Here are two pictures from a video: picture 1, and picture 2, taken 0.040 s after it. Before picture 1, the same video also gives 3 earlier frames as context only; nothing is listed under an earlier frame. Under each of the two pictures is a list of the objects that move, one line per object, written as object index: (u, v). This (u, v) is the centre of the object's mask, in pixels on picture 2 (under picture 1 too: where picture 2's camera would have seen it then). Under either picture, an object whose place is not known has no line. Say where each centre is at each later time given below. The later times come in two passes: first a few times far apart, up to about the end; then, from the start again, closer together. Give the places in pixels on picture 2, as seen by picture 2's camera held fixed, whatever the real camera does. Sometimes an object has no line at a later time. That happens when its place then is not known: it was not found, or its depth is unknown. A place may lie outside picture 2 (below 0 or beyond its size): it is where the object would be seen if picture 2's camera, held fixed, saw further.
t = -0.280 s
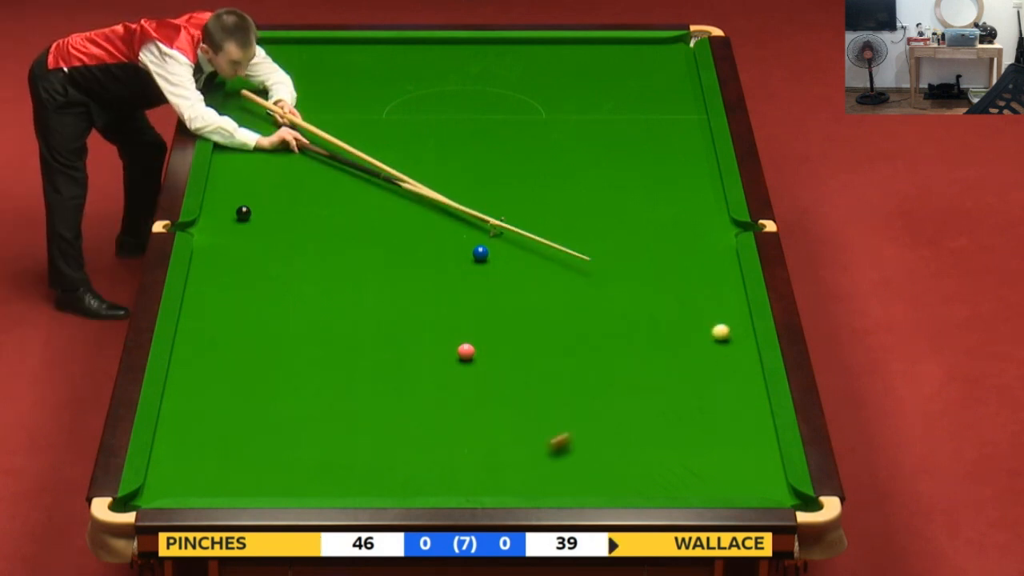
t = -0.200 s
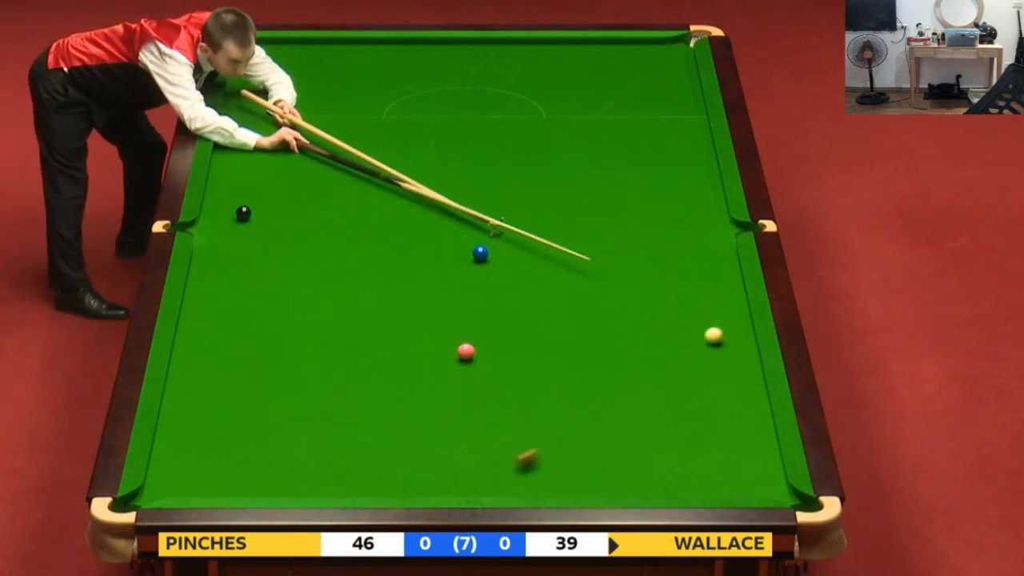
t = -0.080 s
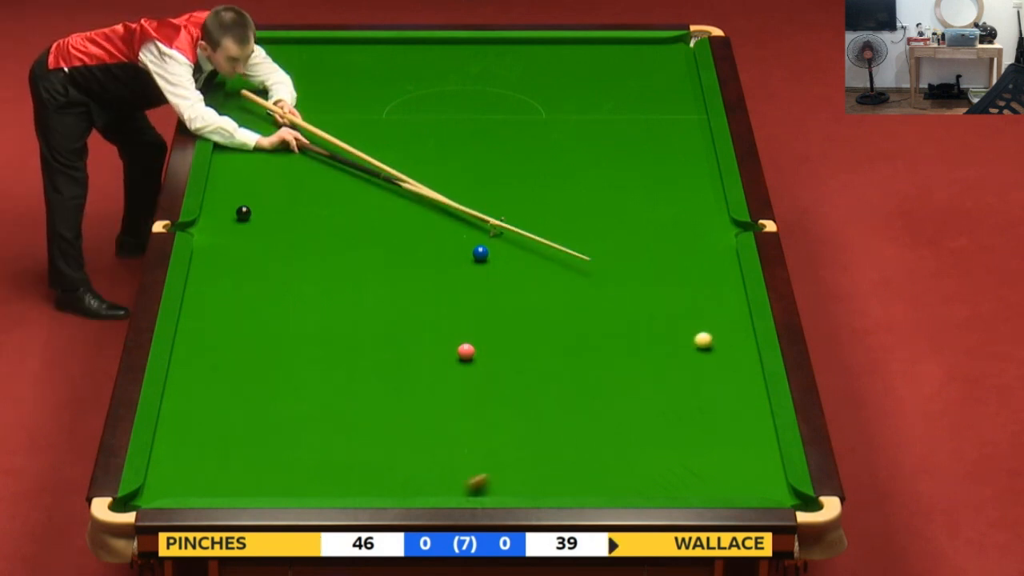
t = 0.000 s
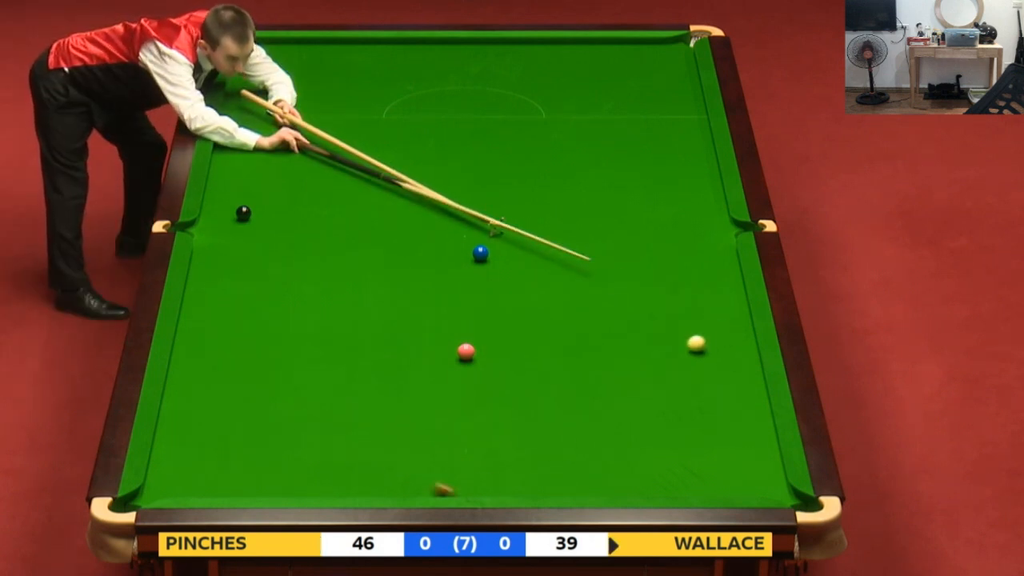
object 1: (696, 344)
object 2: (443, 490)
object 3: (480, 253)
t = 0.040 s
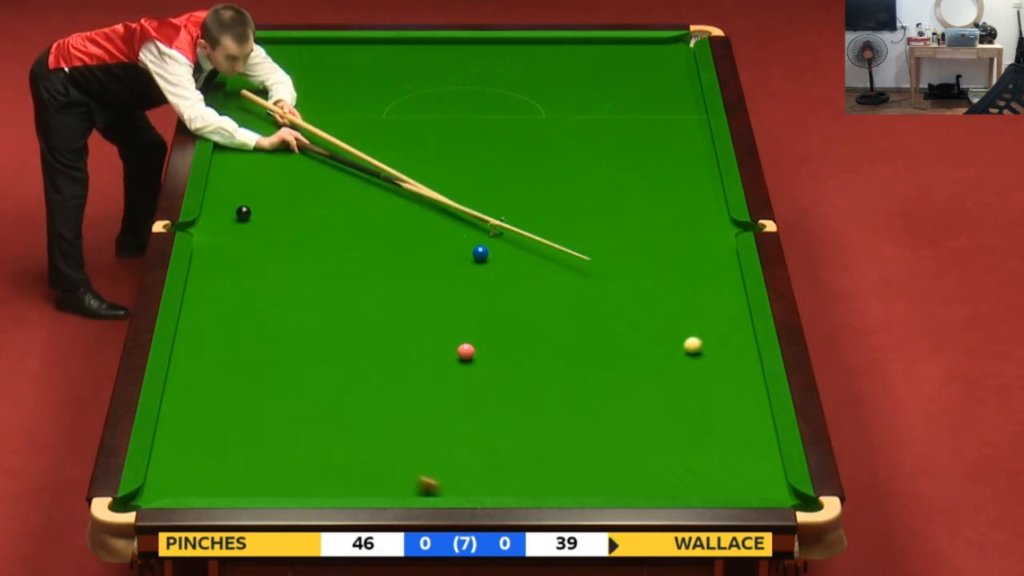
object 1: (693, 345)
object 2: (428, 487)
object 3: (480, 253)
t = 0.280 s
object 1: (672, 355)
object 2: (337, 456)
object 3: (480, 253)
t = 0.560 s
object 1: (650, 365)
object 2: (238, 425)
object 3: (480, 254)
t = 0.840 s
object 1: (629, 375)
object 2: (189, 393)
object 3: (480, 253)
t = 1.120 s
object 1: (608, 384)
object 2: (254, 363)
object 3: (480, 253)
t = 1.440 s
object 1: (587, 394)
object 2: (319, 330)
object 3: (480, 253)
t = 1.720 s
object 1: (569, 402)
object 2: (372, 303)
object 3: (480, 254)
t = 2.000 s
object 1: (553, 409)
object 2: (421, 279)
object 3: (480, 254)
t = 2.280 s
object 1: (538, 416)
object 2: (465, 256)
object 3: (482, 253)
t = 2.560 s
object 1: (525, 422)
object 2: (467, 243)
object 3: (521, 245)
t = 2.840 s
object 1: (512, 428)
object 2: (471, 231)
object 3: (553, 238)
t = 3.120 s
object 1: (502, 433)
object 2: (474, 219)
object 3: (584, 232)
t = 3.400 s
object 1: (493, 437)
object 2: (477, 208)
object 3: (612, 226)
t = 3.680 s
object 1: (486, 440)
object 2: (479, 199)
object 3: (639, 220)
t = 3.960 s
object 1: (480, 443)
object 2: (481, 190)
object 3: (664, 215)
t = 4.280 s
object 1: (475, 446)
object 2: (483, 182)
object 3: (690, 210)
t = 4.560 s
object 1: (472, 447)
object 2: (484, 175)
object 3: (711, 206)
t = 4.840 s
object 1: (471, 447)
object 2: (485, 169)
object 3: (714, 203)
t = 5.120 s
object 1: (471, 447)
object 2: (485, 164)
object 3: (704, 200)
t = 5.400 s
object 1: (471, 447)
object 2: (485, 160)
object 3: (696, 198)
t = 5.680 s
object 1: (471, 447)
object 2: (484, 156)
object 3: (690, 196)
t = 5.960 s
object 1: (471, 447)
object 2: (483, 153)
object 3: (685, 195)
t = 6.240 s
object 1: (471, 447)
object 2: (482, 150)
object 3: (682, 194)
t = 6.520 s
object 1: (471, 447)
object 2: (481, 149)
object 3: (681, 194)
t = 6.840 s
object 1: (471, 447)
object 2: (480, 147)
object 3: (681, 194)
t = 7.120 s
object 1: (471, 447)
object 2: (480, 147)
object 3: (681, 194)
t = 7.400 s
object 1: (471, 447)
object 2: (480, 147)
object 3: (681, 194)
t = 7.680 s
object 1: (471, 447)
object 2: (480, 147)
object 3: (681, 194)
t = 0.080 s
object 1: (689, 347)
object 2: (413, 481)
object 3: (480, 253)
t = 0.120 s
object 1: (686, 349)
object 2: (398, 475)
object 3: (480, 253)
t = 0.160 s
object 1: (683, 350)
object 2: (383, 470)
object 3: (480, 253)
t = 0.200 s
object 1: (679, 352)
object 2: (367, 465)
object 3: (480, 253)
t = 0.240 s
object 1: (676, 353)
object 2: (352, 461)
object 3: (480, 253)
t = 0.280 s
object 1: (672, 355)
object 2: (337, 456)
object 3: (480, 253)
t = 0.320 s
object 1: (669, 356)
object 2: (323, 451)
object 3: (480, 253)
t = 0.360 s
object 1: (666, 358)
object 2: (309, 447)
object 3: (480, 253)
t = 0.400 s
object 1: (663, 359)
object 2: (294, 442)
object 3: (480, 253)
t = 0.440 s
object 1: (660, 361)
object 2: (280, 437)
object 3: (480, 253)
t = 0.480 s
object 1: (656, 362)
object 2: (266, 433)
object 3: (480, 254)
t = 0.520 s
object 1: (653, 364)
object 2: (252, 429)
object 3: (480, 253)
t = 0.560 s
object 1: (650, 365)
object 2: (238, 425)
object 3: (480, 254)
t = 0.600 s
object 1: (647, 366)
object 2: (225, 420)
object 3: (480, 253)
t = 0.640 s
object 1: (644, 368)
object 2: (212, 415)
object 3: (480, 253)
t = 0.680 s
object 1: (641, 369)
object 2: (198, 411)
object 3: (480, 253)
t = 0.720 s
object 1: (638, 371)
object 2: (185, 407)
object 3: (480, 253)
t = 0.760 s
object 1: (634, 372)
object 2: (172, 403)
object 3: (480, 253)
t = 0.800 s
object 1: (631, 374)
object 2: (177, 398)
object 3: (480, 253)
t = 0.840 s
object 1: (629, 375)
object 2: (189, 393)
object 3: (480, 253)
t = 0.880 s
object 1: (626, 376)
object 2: (200, 389)
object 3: (480, 253)
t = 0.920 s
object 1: (623, 378)
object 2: (211, 384)
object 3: (480, 253)
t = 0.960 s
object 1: (620, 379)
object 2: (220, 380)
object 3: (480, 253)
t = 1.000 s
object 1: (617, 381)
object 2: (228, 375)
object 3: (480, 253)
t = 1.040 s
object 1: (614, 382)
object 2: (237, 371)
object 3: (480, 253)
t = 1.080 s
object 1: (611, 383)
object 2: (245, 367)
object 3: (480, 253)
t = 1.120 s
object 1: (608, 384)
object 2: (254, 363)
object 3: (480, 253)
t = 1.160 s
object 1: (605, 386)
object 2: (262, 359)
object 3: (480, 253)
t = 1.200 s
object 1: (603, 387)
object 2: (271, 354)
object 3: (480, 253)
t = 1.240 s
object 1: (600, 388)
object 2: (279, 350)
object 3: (480, 253)
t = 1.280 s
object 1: (597, 390)
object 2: (287, 346)
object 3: (480, 253)
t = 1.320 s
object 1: (595, 391)
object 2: (295, 342)
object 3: (480, 253)
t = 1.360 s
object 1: (592, 392)
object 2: (303, 338)
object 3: (480, 253)
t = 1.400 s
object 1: (589, 393)
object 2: (311, 334)
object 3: (480, 253)
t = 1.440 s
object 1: (587, 394)
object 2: (319, 330)
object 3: (480, 253)
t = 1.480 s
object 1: (584, 395)
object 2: (327, 326)
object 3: (480, 254)
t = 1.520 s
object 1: (581, 397)
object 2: (334, 322)
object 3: (480, 254)
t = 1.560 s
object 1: (579, 398)
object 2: (342, 319)
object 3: (480, 253)
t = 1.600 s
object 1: (576, 399)
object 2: (350, 314)
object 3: (480, 254)
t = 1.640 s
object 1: (574, 400)
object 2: (357, 311)
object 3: (480, 254)
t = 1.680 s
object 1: (571, 401)
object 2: (365, 307)
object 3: (480, 254)
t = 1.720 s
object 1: (569, 402)
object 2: (372, 303)
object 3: (480, 254)
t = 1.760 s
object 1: (566, 403)
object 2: (379, 300)
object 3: (480, 254)
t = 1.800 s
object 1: (564, 404)
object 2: (386, 296)
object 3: (480, 254)
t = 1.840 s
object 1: (562, 405)
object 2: (394, 293)
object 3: (480, 253)
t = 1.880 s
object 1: (559, 406)
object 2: (401, 289)
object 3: (480, 253)
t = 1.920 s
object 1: (557, 407)
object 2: (407, 286)
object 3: (480, 253)
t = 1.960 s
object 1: (555, 408)
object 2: (414, 282)
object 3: (480, 253)
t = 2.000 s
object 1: (553, 409)
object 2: (421, 279)
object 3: (480, 254)
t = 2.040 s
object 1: (550, 410)
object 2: (428, 275)
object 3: (480, 254)
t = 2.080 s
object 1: (548, 411)
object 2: (435, 272)
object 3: (480, 254)
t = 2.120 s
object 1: (546, 412)
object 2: (441, 269)
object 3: (480, 254)
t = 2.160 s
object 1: (544, 414)
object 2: (448, 265)
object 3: (480, 254)
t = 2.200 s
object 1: (542, 414)
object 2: (454, 262)
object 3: (480, 254)
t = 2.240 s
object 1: (540, 415)
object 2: (461, 259)
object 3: (480, 254)
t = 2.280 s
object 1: (538, 416)
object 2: (465, 256)
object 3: (482, 253)
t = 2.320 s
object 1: (536, 417)
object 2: (464, 254)
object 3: (489, 252)
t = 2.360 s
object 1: (534, 418)
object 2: (464, 252)
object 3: (495, 250)
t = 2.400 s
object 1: (532, 419)
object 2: (465, 251)
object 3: (501, 249)
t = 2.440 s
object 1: (530, 420)
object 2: (465, 249)
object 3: (506, 248)
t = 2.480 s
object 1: (528, 421)
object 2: (466, 247)
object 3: (511, 247)
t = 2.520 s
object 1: (526, 422)
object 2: (466, 245)
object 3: (516, 246)
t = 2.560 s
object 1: (525, 422)
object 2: (467, 243)
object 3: (521, 245)
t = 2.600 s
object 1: (523, 423)
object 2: (467, 241)
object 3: (525, 244)
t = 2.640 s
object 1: (521, 424)
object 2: (468, 239)
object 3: (530, 243)
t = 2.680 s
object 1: (519, 425)
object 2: (468, 238)
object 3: (535, 242)
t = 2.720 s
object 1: (517, 426)
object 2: (469, 236)
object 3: (539, 241)
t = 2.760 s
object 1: (516, 426)
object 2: (470, 234)
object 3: (544, 240)
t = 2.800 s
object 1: (514, 427)
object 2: (470, 232)
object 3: (549, 239)
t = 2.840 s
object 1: (512, 428)
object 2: (471, 231)
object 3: (553, 238)
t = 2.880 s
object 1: (511, 429)
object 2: (471, 229)
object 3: (558, 238)
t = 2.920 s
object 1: (509, 429)
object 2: (472, 227)
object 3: (562, 236)
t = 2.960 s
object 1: (508, 430)
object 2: (472, 225)
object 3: (567, 235)
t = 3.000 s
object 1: (506, 431)
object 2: (473, 224)
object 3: (571, 234)
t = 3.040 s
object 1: (505, 431)
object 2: (473, 222)
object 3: (575, 234)
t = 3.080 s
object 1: (504, 432)
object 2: (474, 220)
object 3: (580, 233)
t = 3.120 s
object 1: (502, 433)
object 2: (474, 219)
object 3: (584, 232)
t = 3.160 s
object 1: (501, 433)
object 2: (474, 217)
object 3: (588, 231)
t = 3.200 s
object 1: (499, 434)
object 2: (475, 216)
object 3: (592, 230)
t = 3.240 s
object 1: (498, 434)
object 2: (475, 214)
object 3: (596, 229)
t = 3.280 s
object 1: (497, 435)
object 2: (476, 213)
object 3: (601, 228)
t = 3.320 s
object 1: (495, 436)
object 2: (476, 211)
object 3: (605, 228)
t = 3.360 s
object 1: (494, 436)
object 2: (476, 210)
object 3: (609, 227)
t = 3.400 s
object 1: (493, 437)
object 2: (477, 208)
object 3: (612, 226)
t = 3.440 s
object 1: (492, 438)
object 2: (477, 207)
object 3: (616, 225)
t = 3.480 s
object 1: (491, 438)
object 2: (478, 206)
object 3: (620, 224)
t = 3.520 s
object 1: (490, 439)
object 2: (478, 204)
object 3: (624, 223)
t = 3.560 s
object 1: (489, 439)
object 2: (479, 203)
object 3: (628, 223)
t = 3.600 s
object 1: (488, 440)
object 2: (479, 201)
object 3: (632, 222)
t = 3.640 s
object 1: (487, 440)
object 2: (479, 200)
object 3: (636, 221)
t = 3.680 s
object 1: (486, 440)
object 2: (479, 199)
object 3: (639, 220)
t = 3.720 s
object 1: (485, 441)
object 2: (480, 198)
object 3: (643, 220)
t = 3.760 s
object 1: (484, 441)
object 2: (480, 196)
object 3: (646, 219)
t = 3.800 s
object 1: (483, 442)
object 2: (480, 195)
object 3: (650, 218)
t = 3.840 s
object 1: (482, 442)
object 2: (481, 194)
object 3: (654, 217)
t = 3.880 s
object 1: (482, 443)
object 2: (481, 193)
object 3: (657, 217)
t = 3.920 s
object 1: (481, 443)
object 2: (481, 191)
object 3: (661, 216)
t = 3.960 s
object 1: (480, 443)
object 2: (481, 190)
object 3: (664, 215)
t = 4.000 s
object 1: (479, 444)
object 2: (482, 189)
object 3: (668, 214)
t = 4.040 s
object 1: (478, 444)
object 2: (482, 188)
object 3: (671, 214)
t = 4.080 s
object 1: (478, 445)
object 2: (482, 187)
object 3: (674, 213)
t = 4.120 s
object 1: (477, 445)
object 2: (482, 186)
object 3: (678, 213)
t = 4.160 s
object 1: (477, 445)
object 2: (483, 184)
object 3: (681, 212)
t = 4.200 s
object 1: (476, 445)
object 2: (483, 184)
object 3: (684, 211)
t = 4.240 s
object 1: (475, 445)
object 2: (483, 182)
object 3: (687, 211)
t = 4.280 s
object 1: (475, 446)
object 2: (483, 182)
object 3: (690, 210)
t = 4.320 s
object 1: (474, 446)
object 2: (483, 181)
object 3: (694, 209)
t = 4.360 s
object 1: (474, 446)
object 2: (483, 179)
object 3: (697, 209)
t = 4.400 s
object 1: (474, 446)
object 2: (484, 179)
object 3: (699, 208)
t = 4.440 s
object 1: (473, 446)
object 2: (484, 178)
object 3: (702, 207)
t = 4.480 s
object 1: (473, 446)
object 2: (484, 177)
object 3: (705, 207)
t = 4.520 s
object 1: (472, 447)
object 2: (484, 176)
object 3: (708, 206)
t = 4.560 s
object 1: (472, 447)
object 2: (484, 175)
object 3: (711, 206)
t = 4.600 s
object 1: (472, 447)
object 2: (484, 174)
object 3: (714, 205)
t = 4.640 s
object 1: (472, 447)
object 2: (484, 174)
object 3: (717, 205)
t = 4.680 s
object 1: (472, 447)
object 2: (484, 173)
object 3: (719, 204)
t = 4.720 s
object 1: (472, 447)
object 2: (485, 172)
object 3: (718, 204)
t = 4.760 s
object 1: (471, 447)
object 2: (485, 171)
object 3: (717, 203)
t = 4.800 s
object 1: (471, 447)
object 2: (485, 170)
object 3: (715, 203)
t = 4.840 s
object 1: (471, 447)
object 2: (485, 169)
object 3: (714, 203)
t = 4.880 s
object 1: (471, 447)
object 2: (485, 168)
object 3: (712, 202)
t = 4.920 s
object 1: (471, 447)
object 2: (485, 167)
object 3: (711, 202)
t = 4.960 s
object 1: (471, 447)
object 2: (485, 167)
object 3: (709, 201)
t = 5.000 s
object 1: (471, 447)
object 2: (485, 166)
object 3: (708, 201)
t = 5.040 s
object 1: (471, 447)
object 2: (485, 165)
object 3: (707, 200)
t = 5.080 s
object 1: (471, 447)
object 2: (485, 164)
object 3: (705, 200)
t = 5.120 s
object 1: (471, 447)
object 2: (485, 164)
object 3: (704, 200)
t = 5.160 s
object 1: (471, 447)
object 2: (485, 163)
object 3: (703, 200)
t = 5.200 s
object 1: (471, 447)
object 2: (485, 162)
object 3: (702, 199)
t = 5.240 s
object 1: (471, 447)
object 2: (485, 162)
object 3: (700, 199)
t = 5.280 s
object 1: (471, 447)
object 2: (485, 161)
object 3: (699, 198)
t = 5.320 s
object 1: (471, 447)
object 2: (485, 161)
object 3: (698, 198)
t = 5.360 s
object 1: (471, 447)
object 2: (485, 160)
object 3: (697, 198)
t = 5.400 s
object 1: (471, 447)
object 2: (485, 160)
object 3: (696, 198)
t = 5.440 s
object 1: (471, 447)
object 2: (485, 159)
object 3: (695, 198)
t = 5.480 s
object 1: (471, 447)
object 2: (485, 159)
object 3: (694, 197)
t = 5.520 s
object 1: (471, 447)
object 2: (485, 158)
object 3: (694, 197)
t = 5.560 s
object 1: (471, 447)
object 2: (484, 157)
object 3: (693, 197)
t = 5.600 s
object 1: (471, 447)
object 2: (484, 157)
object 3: (692, 197)
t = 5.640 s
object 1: (471, 447)
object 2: (484, 156)
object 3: (691, 196)
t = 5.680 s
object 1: (471, 447)
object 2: (484, 156)
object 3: (690, 196)
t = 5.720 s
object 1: (471, 447)
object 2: (484, 155)
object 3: (689, 196)
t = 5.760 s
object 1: (471, 447)
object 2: (484, 155)
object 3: (689, 196)
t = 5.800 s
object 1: (471, 447)
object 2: (484, 154)
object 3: (688, 196)
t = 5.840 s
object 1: (471, 447)
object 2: (483, 154)
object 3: (687, 196)
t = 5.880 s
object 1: (471, 447)
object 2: (483, 154)
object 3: (687, 195)
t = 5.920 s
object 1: (471, 447)
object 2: (483, 153)
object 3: (686, 195)
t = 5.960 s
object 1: (471, 447)
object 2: (483, 153)
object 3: (685, 195)
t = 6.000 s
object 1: (471, 447)
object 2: (483, 152)
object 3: (685, 195)
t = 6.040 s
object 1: (471, 447)
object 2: (483, 152)
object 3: (684, 195)
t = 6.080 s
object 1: (471, 447)
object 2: (483, 152)
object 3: (684, 195)
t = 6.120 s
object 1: (471, 447)
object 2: (483, 151)
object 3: (683, 195)
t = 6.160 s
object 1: (471, 447)
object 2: (482, 151)
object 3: (683, 195)
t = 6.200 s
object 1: (471, 447)
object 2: (482, 151)
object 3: (683, 195)
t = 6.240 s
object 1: (471, 447)
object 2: (482, 150)
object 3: (682, 194)
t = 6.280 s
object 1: (471, 447)
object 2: (482, 150)
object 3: (682, 194)
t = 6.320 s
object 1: (471, 447)
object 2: (482, 150)
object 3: (682, 194)
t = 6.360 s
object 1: (471, 447)
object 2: (482, 150)
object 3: (682, 194)
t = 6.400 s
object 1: (471, 447)
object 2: (482, 149)
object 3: (681, 194)
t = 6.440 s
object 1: (471, 447)
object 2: (482, 149)
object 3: (681, 194)
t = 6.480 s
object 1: (471, 447)
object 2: (481, 149)
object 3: (681, 194)
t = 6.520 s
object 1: (471, 447)
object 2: (481, 149)
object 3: (681, 194)
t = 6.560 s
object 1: (471, 447)
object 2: (481, 148)
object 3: (681, 194)
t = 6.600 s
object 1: (471, 447)
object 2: (481, 148)
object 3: (681, 194)
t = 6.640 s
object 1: (471, 447)
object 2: (481, 148)
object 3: (681, 194)
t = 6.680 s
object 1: (471, 447)
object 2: (481, 148)
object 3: (681, 194)
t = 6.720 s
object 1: (471, 447)
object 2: (481, 148)
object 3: (681, 194)
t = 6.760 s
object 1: (471, 447)
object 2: (480, 148)
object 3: (681, 194)
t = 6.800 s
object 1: (471, 447)
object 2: (480, 148)
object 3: (681, 194)
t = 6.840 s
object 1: (471, 447)
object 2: (480, 147)
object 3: (681, 194)
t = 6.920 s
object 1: (471, 447)
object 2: (480, 147)
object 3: (681, 194)
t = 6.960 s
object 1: (471, 447)
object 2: (480, 147)
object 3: (681, 194)
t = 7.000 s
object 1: (471, 447)
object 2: (480, 147)
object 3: (681, 194)
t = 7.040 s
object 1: (471, 447)
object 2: (480, 147)
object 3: (681, 194)
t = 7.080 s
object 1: (471, 447)
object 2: (480, 147)
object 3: (681, 194)
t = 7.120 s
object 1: (471, 447)
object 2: (480, 147)
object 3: (681, 194)
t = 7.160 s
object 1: (471, 447)
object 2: (480, 147)
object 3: (681, 194)
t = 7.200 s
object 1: (471, 447)
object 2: (480, 147)
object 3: (681, 194)
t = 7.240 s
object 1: (471, 447)
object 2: (480, 147)
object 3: (681, 194)
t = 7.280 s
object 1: (471, 447)
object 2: (480, 147)
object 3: (681, 194)
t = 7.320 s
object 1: (471, 447)
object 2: (480, 147)
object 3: (681, 194)
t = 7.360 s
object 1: (471, 447)
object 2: (480, 147)
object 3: (681, 194)
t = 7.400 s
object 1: (471, 447)
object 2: (480, 147)
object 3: (681, 194)
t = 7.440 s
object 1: (471, 447)
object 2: (480, 147)
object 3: (681, 194)
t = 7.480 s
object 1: (471, 447)
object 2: (480, 147)
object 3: (681, 194)
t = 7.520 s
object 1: (471, 447)
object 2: (480, 147)
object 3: (681, 194)
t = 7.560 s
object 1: (471, 447)
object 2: (480, 147)
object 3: (681, 194)
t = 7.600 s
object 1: (471, 447)
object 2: (480, 147)
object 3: (681, 194)
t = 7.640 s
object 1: (471, 447)
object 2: (480, 147)
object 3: (681, 194)
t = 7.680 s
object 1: (471, 447)
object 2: (480, 147)
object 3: (681, 194)
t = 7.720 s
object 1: (471, 447)
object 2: (480, 147)
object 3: (681, 194)
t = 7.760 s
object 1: (471, 447)
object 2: (480, 147)
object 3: (681, 194)
